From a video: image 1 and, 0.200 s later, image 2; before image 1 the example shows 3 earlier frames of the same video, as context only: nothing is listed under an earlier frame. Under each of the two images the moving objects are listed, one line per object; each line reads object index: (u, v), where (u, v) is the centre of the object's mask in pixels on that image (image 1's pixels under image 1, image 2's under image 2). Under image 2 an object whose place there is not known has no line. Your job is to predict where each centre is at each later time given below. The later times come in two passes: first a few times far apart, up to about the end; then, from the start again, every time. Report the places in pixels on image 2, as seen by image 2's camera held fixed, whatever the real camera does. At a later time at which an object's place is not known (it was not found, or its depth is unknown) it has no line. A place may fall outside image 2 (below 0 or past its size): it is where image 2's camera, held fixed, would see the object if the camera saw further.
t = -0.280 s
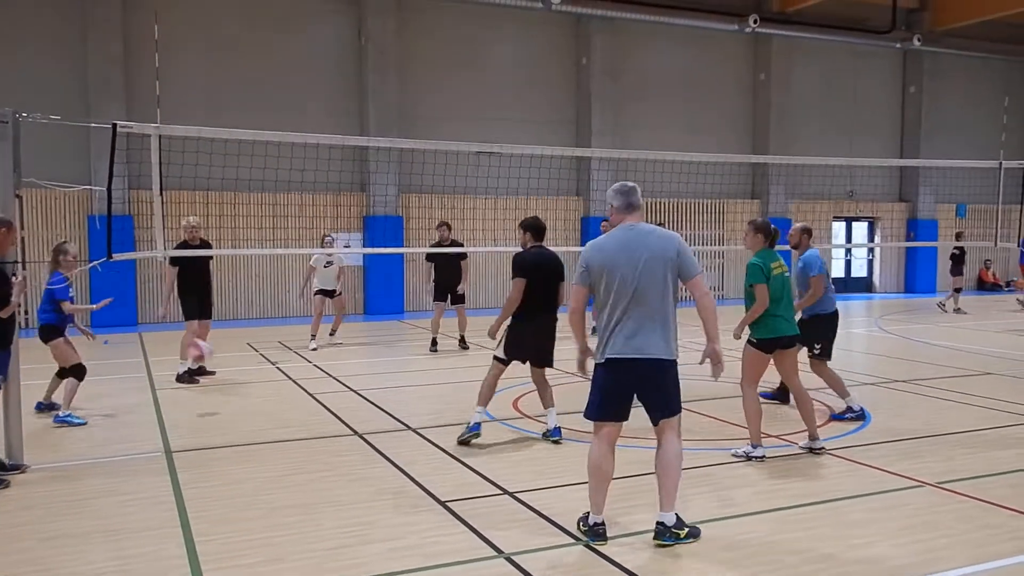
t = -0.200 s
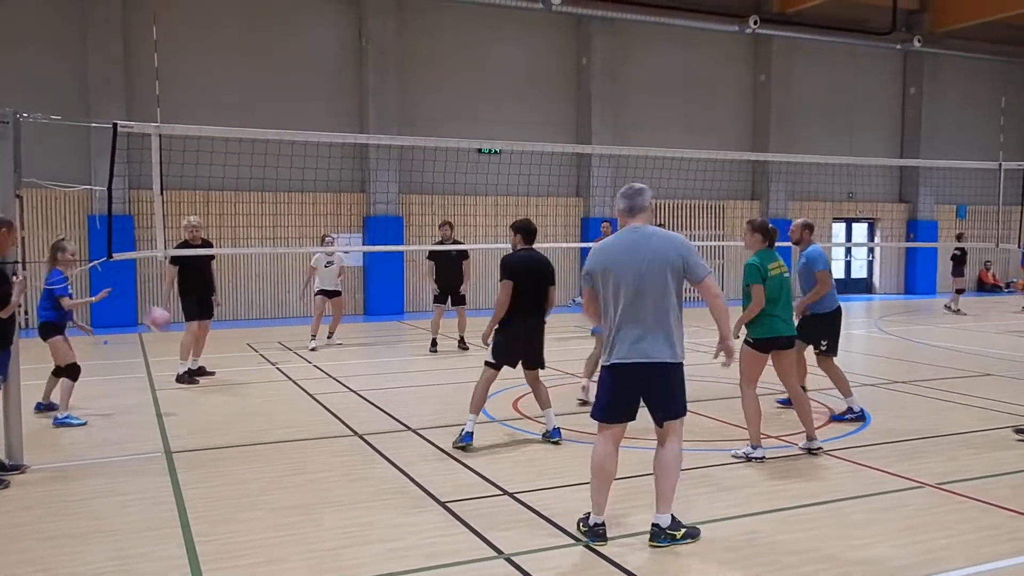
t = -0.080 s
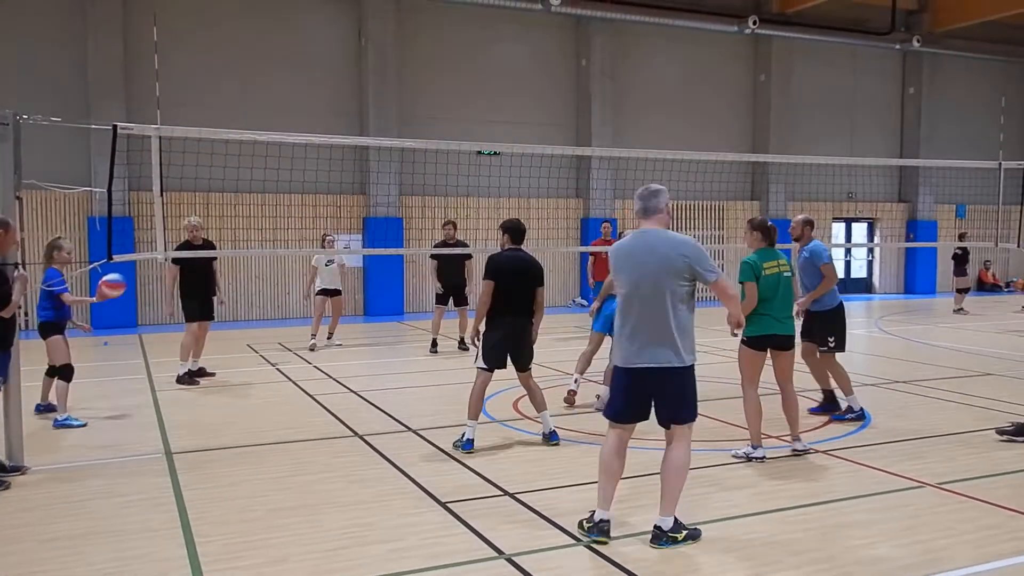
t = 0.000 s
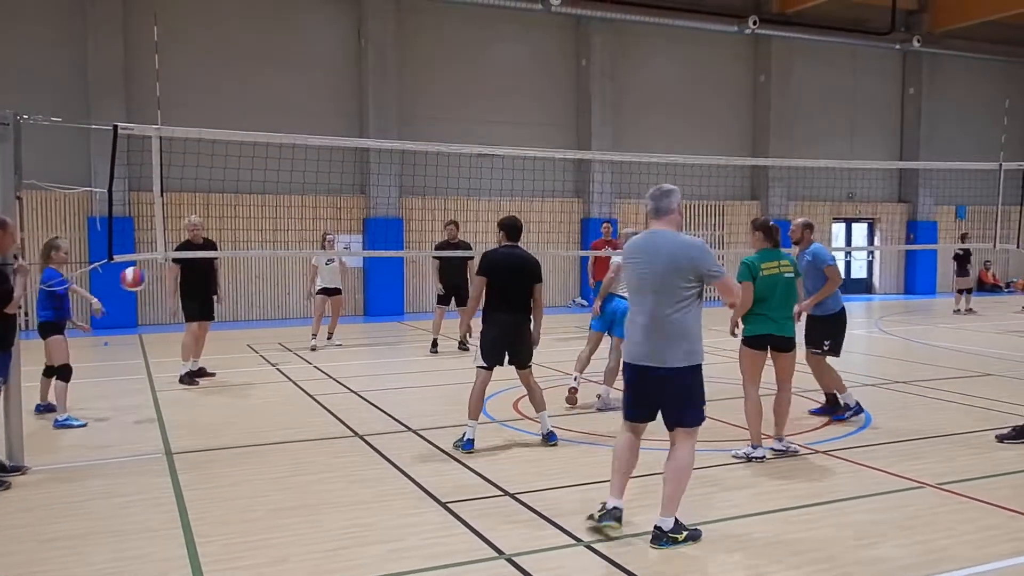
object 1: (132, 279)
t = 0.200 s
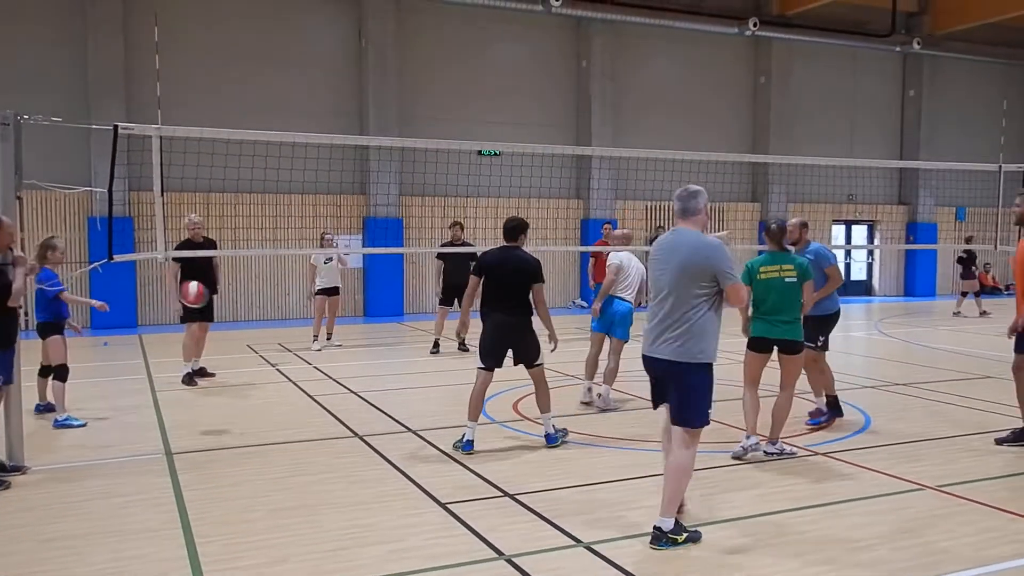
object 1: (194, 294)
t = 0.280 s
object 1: (218, 313)
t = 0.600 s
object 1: (319, 425)
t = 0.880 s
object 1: (336, 357)
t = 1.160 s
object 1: (356, 392)
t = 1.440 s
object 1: (381, 427)
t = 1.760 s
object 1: (419, 422)
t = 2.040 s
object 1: (453, 454)
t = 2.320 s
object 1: (490, 462)
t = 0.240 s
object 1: (205, 302)
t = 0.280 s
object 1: (218, 313)
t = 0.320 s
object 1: (233, 326)
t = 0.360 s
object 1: (246, 340)
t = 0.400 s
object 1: (260, 358)
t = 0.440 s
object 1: (274, 377)
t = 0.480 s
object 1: (289, 399)
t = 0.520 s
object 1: (305, 424)
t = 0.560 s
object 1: (317, 443)
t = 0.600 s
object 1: (319, 425)
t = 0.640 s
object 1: (321, 410)
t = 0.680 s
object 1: (323, 396)
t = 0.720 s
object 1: (326, 384)
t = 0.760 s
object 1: (329, 375)
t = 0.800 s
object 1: (331, 367)
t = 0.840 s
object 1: (334, 361)
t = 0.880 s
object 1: (336, 357)
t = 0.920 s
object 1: (339, 356)
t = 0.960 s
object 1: (342, 357)
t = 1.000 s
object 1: (345, 360)
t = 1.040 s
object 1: (348, 363)
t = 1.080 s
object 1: (350, 371)
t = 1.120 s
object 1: (353, 380)
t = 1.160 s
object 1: (356, 392)
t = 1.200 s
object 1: (359, 406)
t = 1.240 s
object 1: (363, 423)
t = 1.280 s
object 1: (366, 442)
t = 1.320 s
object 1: (369, 464)
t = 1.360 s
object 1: (373, 450)
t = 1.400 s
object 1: (376, 438)
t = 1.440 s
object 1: (381, 427)
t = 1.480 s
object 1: (386, 419)
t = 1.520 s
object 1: (390, 413)
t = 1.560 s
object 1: (395, 409)
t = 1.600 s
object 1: (399, 407)
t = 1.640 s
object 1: (404, 408)
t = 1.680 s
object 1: (409, 410)
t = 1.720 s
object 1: (414, 415)
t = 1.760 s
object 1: (419, 422)
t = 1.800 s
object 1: (423, 432)
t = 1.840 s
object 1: (428, 445)
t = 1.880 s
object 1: (434, 460)
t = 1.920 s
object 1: (439, 480)
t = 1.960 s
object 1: (444, 474)
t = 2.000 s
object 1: (449, 462)
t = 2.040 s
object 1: (453, 454)
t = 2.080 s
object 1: (458, 448)
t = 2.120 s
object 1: (464, 445)
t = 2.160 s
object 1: (469, 443)
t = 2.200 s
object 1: (474, 444)
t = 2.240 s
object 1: (480, 448)
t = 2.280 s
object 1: (485, 453)
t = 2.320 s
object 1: (490, 462)
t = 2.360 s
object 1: (496, 473)
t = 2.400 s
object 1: (502, 487)
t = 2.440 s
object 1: (507, 499)
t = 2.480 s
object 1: (513, 487)
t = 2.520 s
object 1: (520, 480)
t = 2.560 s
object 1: (526, 475)
